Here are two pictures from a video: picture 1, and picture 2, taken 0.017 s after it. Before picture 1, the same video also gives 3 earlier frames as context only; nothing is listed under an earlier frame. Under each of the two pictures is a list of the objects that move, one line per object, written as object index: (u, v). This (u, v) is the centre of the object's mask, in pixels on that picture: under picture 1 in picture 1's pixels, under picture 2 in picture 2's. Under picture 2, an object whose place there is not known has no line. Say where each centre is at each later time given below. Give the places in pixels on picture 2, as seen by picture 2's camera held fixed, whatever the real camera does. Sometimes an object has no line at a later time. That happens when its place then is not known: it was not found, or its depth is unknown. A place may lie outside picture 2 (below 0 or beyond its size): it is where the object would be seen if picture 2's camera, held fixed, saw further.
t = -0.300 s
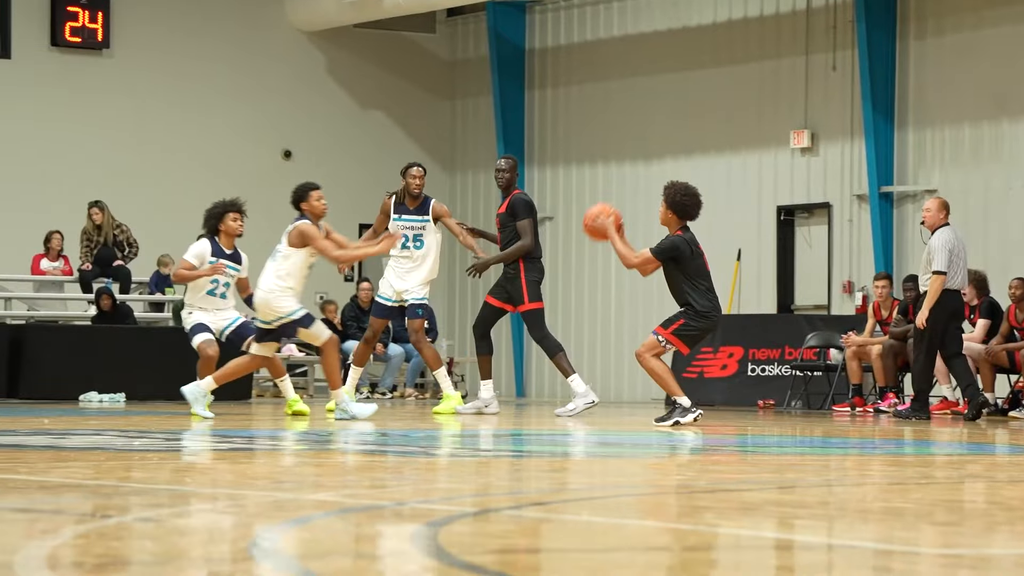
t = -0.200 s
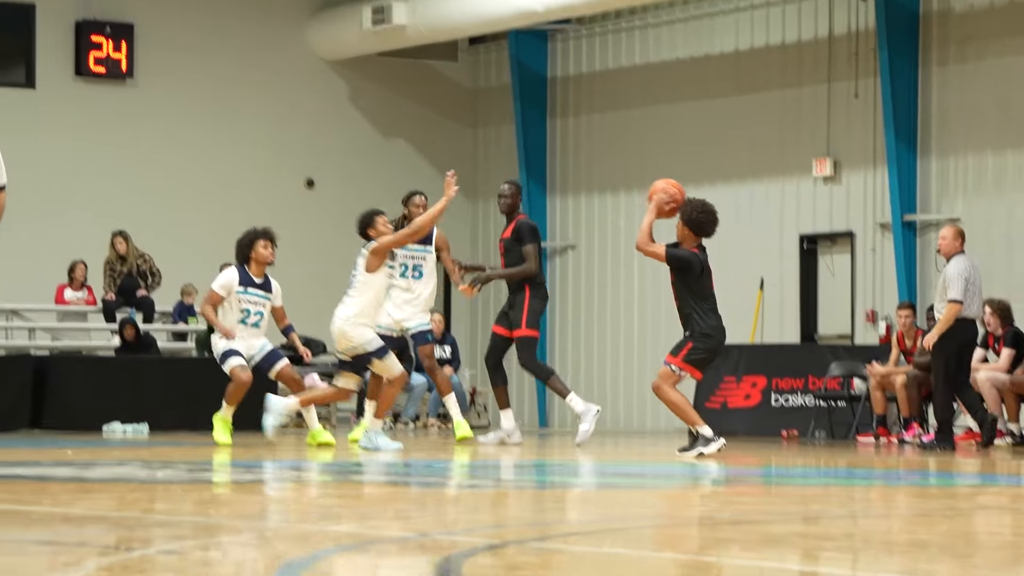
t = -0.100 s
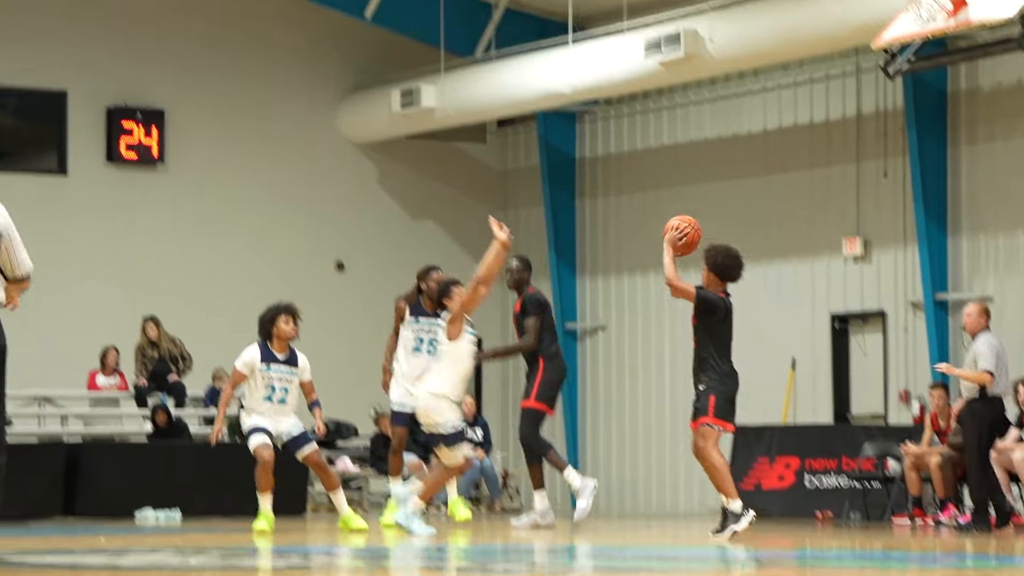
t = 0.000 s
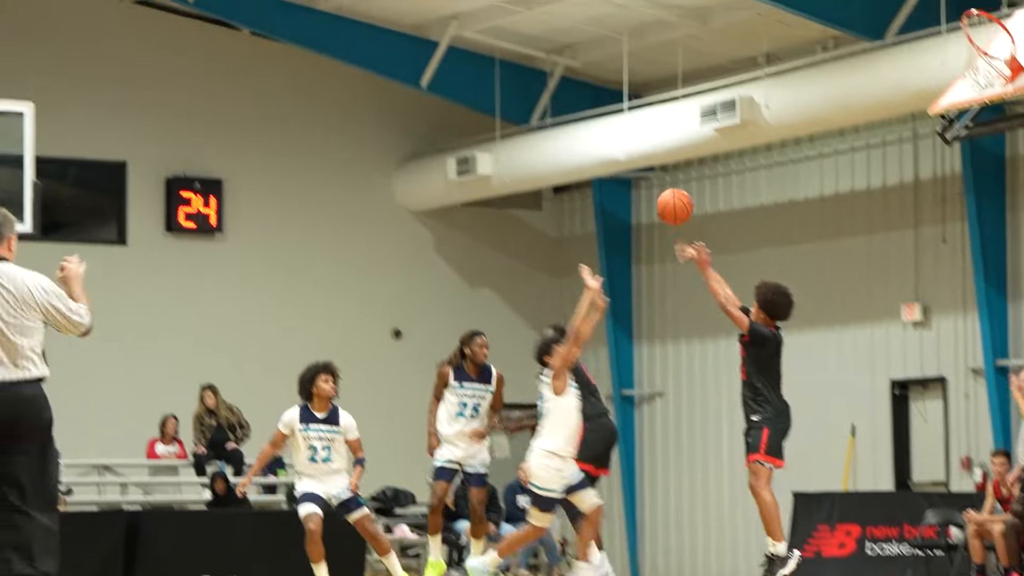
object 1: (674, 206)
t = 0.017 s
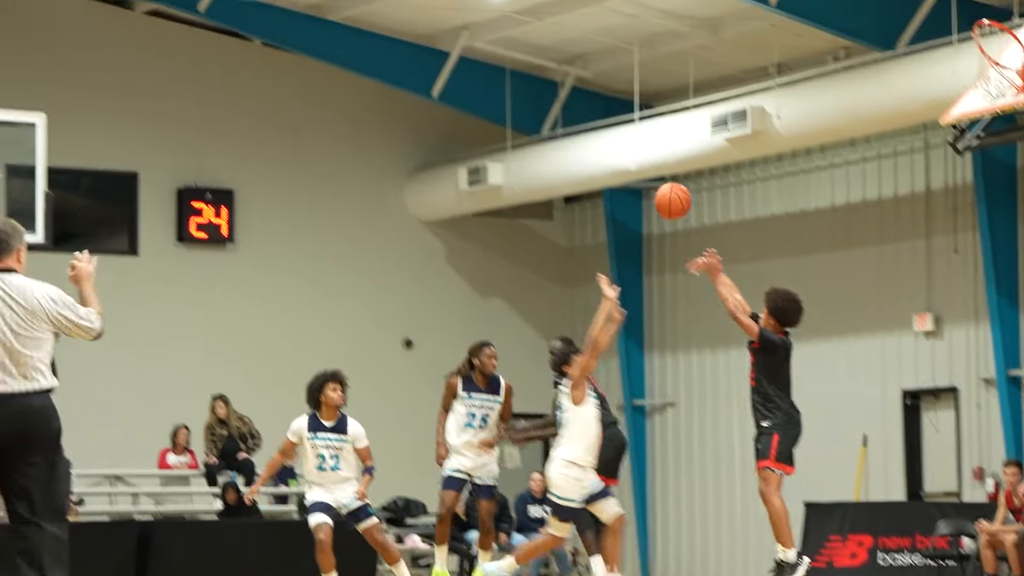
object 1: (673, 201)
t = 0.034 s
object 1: (660, 183)
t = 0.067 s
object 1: (635, 155)
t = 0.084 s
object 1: (622, 141)
